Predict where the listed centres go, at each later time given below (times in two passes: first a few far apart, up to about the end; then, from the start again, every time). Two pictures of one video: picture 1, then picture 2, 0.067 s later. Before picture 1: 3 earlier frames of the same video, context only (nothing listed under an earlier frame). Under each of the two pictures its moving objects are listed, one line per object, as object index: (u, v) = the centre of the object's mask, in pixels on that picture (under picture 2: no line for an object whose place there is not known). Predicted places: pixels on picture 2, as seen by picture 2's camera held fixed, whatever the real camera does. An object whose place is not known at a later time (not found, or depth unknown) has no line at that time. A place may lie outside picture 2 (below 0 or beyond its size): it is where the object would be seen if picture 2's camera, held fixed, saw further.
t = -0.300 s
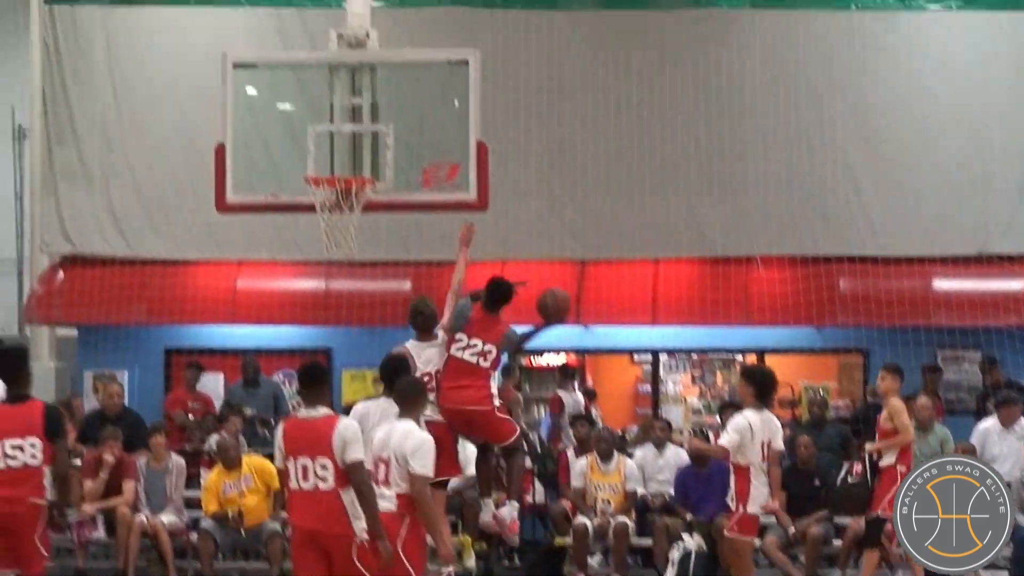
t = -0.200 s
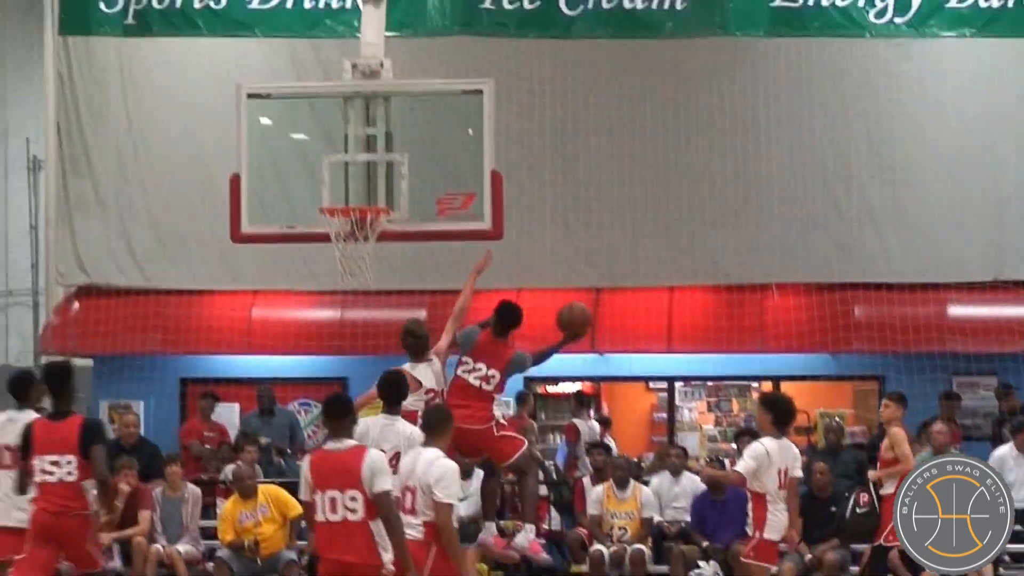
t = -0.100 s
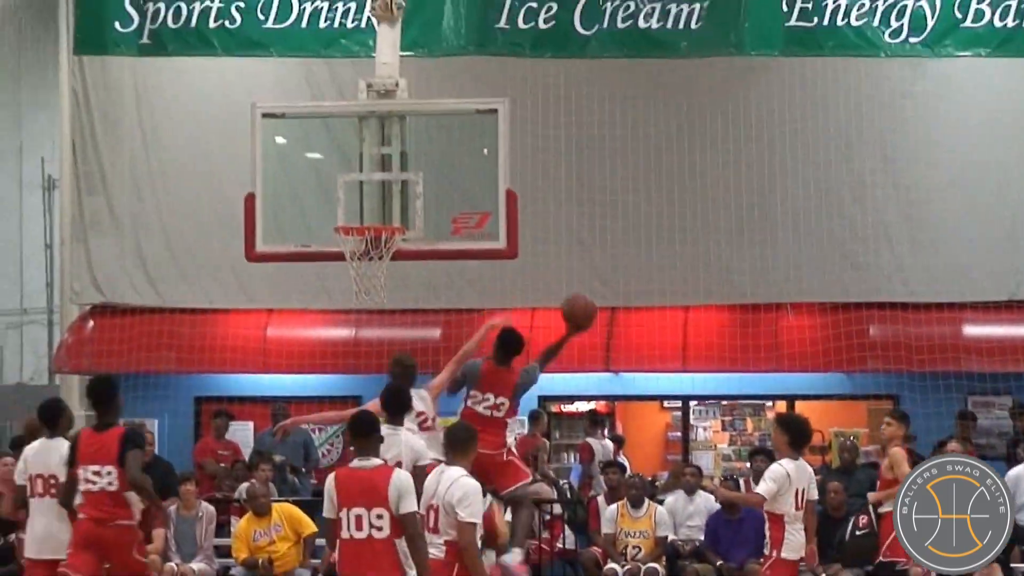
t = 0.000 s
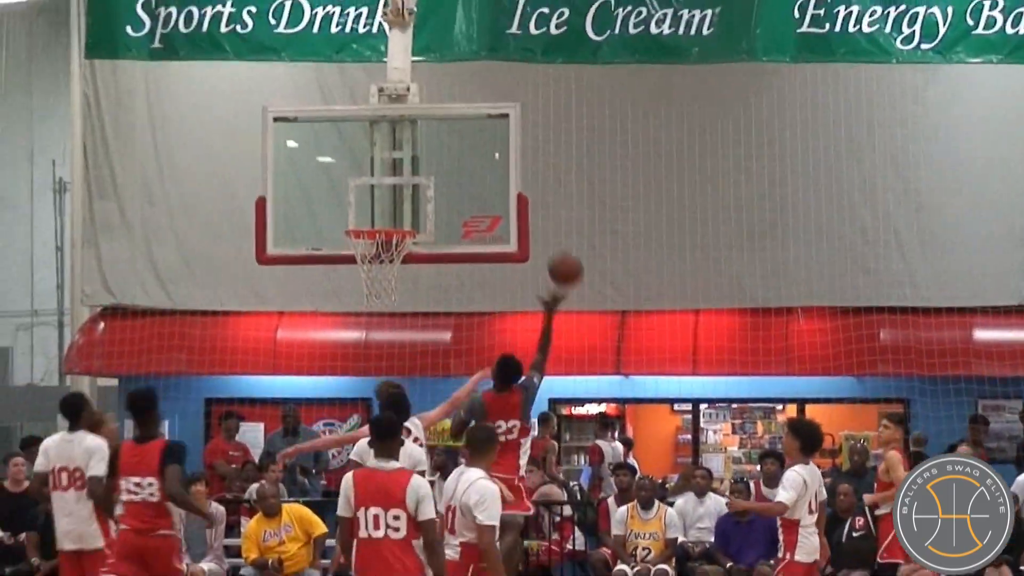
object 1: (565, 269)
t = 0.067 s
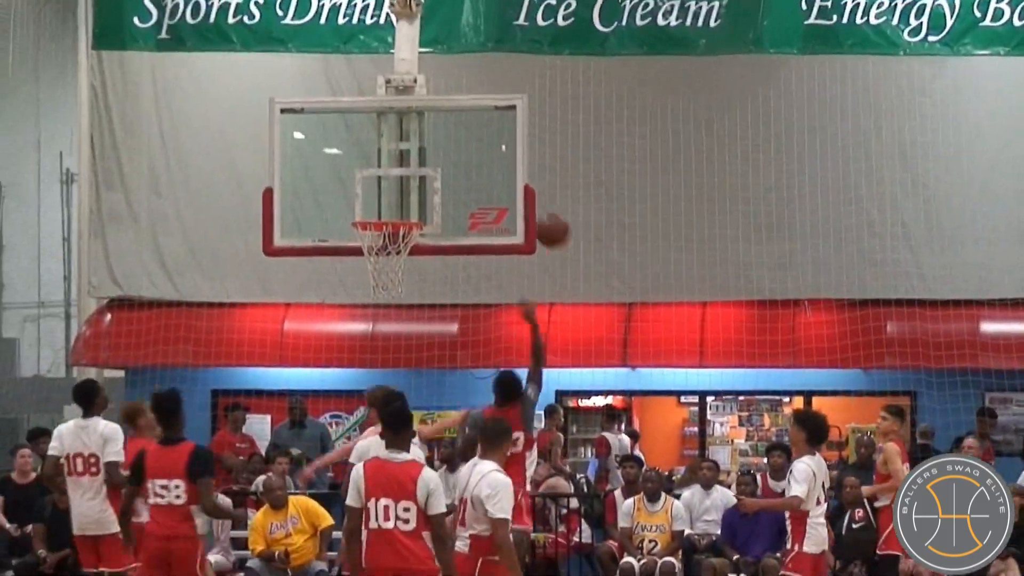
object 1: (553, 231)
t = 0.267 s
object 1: (492, 179)
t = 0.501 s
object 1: (431, 185)
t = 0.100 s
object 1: (542, 218)
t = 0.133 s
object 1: (531, 208)
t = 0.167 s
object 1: (521, 199)
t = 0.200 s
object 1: (511, 190)
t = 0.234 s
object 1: (501, 184)
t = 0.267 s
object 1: (492, 179)
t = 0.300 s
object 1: (483, 175)
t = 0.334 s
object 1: (473, 172)
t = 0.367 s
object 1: (463, 172)
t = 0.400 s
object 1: (456, 173)
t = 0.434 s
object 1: (448, 176)
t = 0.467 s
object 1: (439, 179)
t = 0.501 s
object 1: (431, 185)
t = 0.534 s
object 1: (423, 192)
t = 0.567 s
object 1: (415, 203)
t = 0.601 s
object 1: (406, 210)
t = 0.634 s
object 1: (398, 214)
